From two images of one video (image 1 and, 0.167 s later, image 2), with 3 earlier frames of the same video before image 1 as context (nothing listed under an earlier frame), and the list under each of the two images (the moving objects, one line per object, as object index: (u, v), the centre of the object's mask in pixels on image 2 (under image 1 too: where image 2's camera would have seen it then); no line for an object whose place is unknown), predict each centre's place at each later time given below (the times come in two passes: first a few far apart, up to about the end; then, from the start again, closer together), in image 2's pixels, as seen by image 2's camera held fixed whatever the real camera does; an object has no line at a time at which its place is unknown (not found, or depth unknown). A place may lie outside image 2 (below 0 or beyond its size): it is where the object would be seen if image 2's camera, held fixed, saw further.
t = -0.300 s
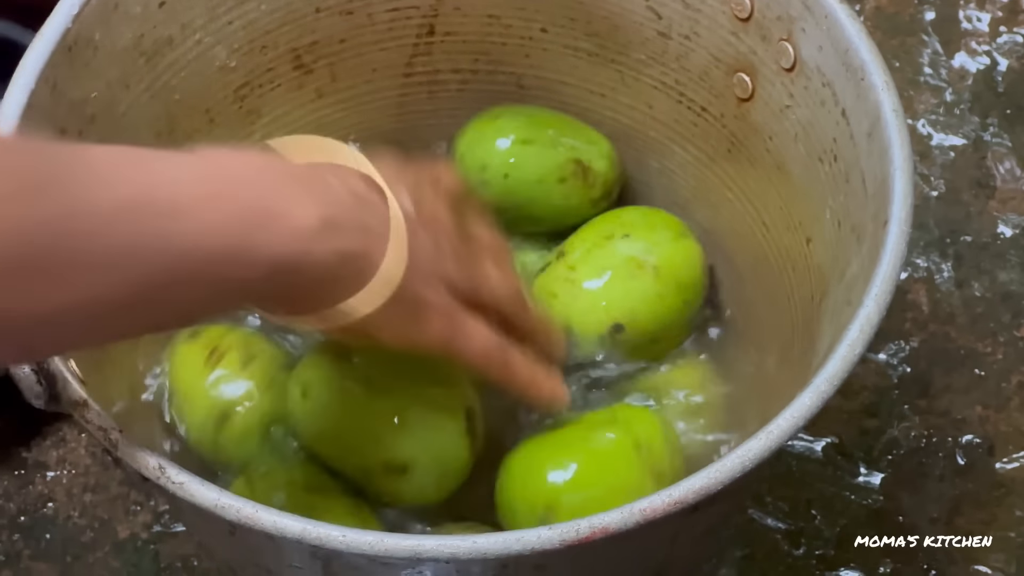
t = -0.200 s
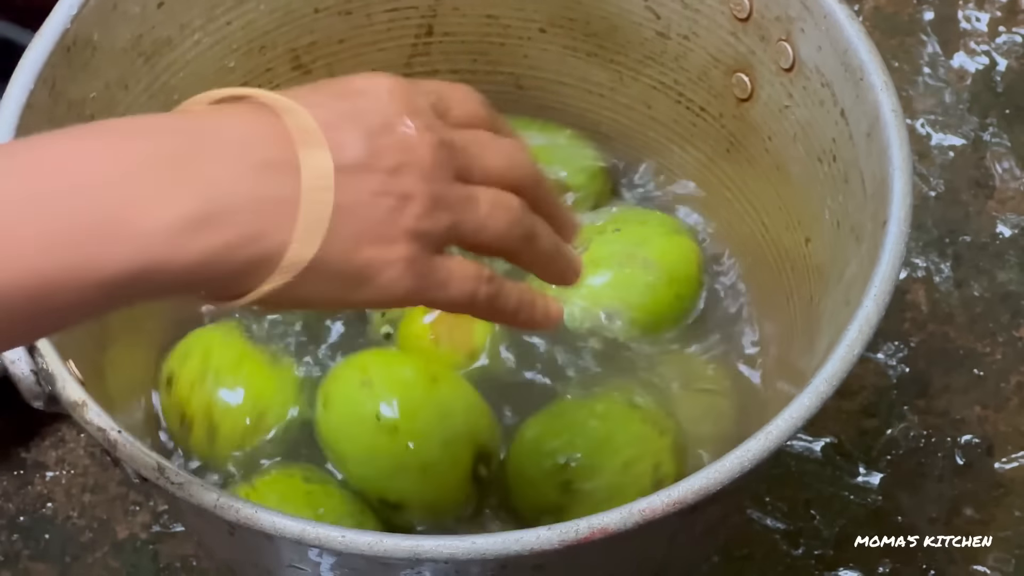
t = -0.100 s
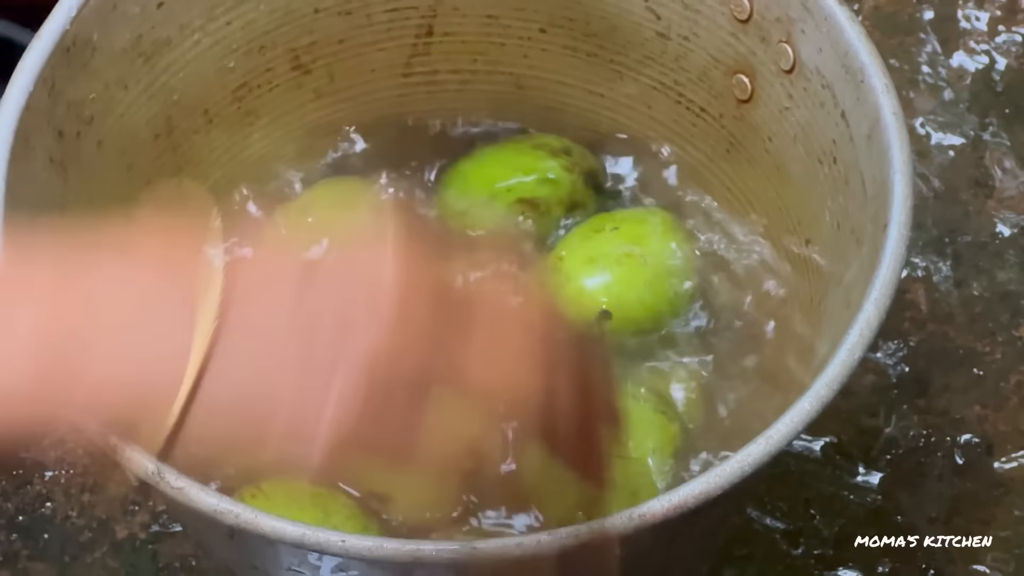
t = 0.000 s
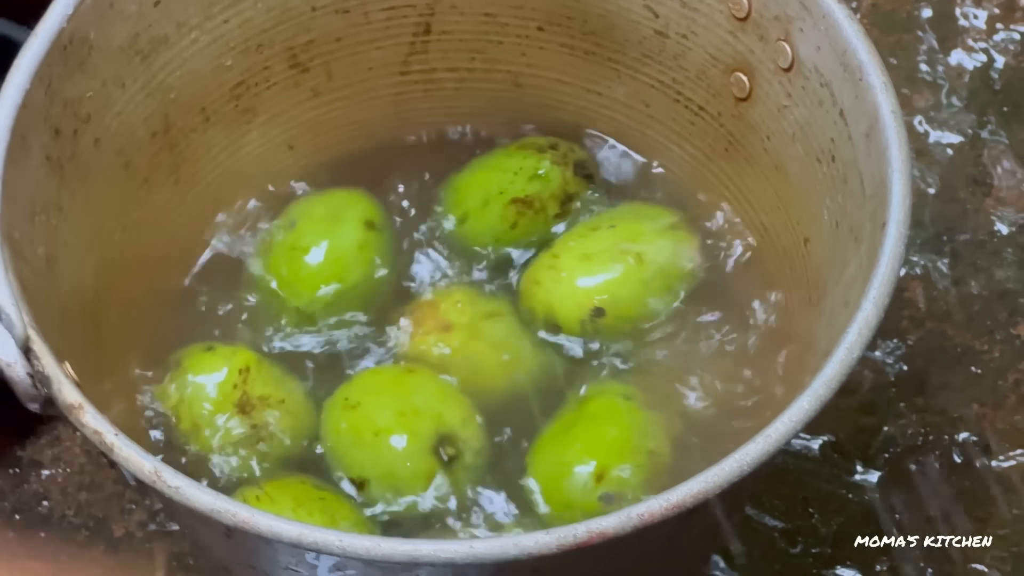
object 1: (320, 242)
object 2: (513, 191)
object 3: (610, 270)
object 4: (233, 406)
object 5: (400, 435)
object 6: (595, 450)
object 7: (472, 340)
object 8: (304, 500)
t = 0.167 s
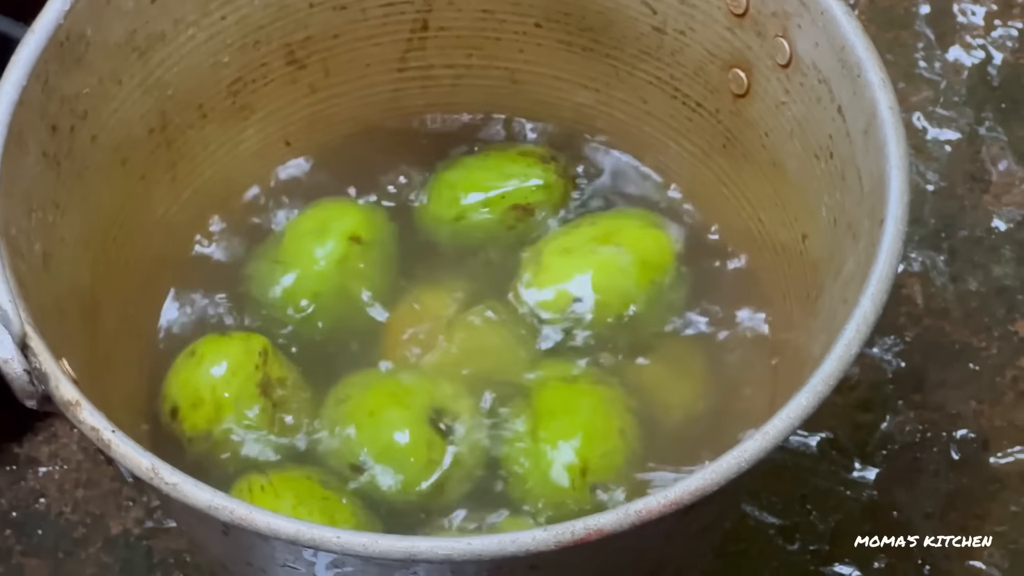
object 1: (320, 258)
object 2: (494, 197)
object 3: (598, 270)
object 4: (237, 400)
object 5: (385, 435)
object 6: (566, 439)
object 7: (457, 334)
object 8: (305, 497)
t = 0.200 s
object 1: (321, 258)
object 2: (490, 197)
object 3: (596, 268)
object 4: (233, 397)
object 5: (382, 437)
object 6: (561, 438)
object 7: (449, 339)
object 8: (301, 498)
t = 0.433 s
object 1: (313, 250)
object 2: (481, 197)
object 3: (596, 268)
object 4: (244, 387)
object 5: (396, 446)
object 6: (564, 427)
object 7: (451, 343)
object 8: (301, 496)
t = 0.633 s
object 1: (313, 240)
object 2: (485, 196)
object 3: (596, 271)
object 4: (244, 394)
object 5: (400, 449)
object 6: (572, 419)
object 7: (443, 340)
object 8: (314, 503)
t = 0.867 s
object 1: (307, 224)
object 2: (489, 189)
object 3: (590, 273)
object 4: (235, 385)
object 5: (399, 446)
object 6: (576, 419)
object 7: (446, 341)
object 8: (317, 500)
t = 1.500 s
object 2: (486, 187)
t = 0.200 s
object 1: (321, 258)
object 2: (490, 197)
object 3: (596, 268)
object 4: (233, 397)
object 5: (382, 437)
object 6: (561, 438)
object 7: (449, 339)
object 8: (301, 498)
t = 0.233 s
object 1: (316, 255)
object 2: (490, 198)
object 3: (596, 274)
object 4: (233, 395)
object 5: (385, 442)
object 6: (560, 435)
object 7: (459, 341)
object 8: (301, 497)
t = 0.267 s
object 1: (315, 254)
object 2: (486, 195)
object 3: (595, 274)
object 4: (230, 392)
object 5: (390, 437)
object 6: (556, 428)
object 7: (454, 342)
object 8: (302, 495)
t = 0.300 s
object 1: (319, 250)
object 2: (483, 192)
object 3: (597, 276)
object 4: (234, 390)
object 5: (393, 439)
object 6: (557, 425)
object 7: (455, 342)
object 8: (303, 495)
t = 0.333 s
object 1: (319, 248)
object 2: (480, 194)
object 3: (597, 275)
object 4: (235, 391)
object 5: (392, 443)
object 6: (558, 422)
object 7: (448, 338)
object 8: (302, 495)
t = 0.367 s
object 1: (316, 248)
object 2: (482, 192)
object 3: (591, 267)
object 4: (235, 393)
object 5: (395, 446)
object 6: (560, 424)
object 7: (451, 341)
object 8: (301, 496)
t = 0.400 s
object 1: (312, 248)
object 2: (484, 193)
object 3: (593, 269)
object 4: (236, 391)
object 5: (395, 447)
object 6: (560, 427)
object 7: (451, 342)
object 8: (301, 495)
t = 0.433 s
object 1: (313, 250)
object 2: (481, 197)
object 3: (596, 268)
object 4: (244, 387)
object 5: (396, 446)
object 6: (564, 427)
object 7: (451, 343)
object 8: (301, 496)
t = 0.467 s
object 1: (314, 245)
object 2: (482, 196)
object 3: (598, 270)
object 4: (245, 390)
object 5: (398, 450)
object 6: (562, 423)
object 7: (452, 342)
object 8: (305, 498)
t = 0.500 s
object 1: (317, 242)
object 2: (487, 193)
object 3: (602, 272)
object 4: (243, 397)
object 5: (400, 451)
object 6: (566, 423)
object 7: (453, 342)
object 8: (309, 500)
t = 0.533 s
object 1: (320, 245)
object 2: (487, 194)
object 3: (597, 268)
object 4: (244, 394)
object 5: (400, 450)
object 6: (570, 423)
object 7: (452, 340)
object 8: (307, 500)
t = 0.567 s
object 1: (318, 245)
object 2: (488, 195)
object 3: (594, 271)
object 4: (243, 396)
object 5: (399, 446)
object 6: (570, 419)
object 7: (443, 334)
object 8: (310, 501)
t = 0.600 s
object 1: (313, 241)
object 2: (486, 196)
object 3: (596, 272)
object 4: (243, 395)
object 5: (399, 447)
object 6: (570, 417)
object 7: (442, 337)
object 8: (316, 503)
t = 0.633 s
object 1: (313, 240)
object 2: (485, 196)
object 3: (596, 271)
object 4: (244, 394)
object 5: (400, 449)
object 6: (572, 419)
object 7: (443, 340)
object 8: (314, 503)
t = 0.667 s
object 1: (316, 237)
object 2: (485, 196)
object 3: (597, 271)
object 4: (241, 391)
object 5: (400, 450)
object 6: (571, 419)
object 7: (447, 342)
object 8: (315, 503)
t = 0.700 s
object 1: (308, 233)
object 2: (485, 195)
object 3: (597, 270)
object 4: (234, 387)
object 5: (400, 448)
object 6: (572, 417)
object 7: (447, 342)
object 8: (316, 503)
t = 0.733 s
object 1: (314, 234)
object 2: (484, 193)
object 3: (596, 271)
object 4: (231, 386)
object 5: (398, 447)
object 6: (573, 418)
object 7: (448, 341)
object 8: (315, 503)
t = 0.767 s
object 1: (307, 225)
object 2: (485, 193)
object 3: (595, 273)
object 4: (230, 382)
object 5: (396, 446)
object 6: (573, 418)
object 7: (443, 341)
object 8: (316, 502)
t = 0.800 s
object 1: (305, 226)
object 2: (485, 192)
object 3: (593, 274)
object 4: (229, 380)
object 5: (399, 446)
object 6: (573, 419)
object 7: (445, 341)
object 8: (316, 501)
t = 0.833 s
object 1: (304, 225)
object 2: (486, 191)
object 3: (590, 273)
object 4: (234, 386)
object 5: (399, 447)
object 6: (574, 418)
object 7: (446, 343)
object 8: (315, 501)
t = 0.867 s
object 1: (307, 224)
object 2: (489, 189)
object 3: (590, 273)
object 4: (235, 385)
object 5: (399, 446)
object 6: (576, 419)
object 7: (446, 341)
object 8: (317, 500)
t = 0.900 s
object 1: (309, 224)
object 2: (488, 190)
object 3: (589, 273)
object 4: (235, 386)
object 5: (399, 446)
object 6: (577, 418)
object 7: (450, 343)
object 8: (317, 500)
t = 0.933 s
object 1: (312, 242)
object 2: (488, 191)
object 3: (590, 271)
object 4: (237, 388)
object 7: (449, 340)
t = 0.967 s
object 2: (490, 189)
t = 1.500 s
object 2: (486, 187)
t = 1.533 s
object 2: (484, 187)
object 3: (590, 274)
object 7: (457, 345)
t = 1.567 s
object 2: (484, 186)
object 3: (590, 274)
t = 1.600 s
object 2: (483, 186)
